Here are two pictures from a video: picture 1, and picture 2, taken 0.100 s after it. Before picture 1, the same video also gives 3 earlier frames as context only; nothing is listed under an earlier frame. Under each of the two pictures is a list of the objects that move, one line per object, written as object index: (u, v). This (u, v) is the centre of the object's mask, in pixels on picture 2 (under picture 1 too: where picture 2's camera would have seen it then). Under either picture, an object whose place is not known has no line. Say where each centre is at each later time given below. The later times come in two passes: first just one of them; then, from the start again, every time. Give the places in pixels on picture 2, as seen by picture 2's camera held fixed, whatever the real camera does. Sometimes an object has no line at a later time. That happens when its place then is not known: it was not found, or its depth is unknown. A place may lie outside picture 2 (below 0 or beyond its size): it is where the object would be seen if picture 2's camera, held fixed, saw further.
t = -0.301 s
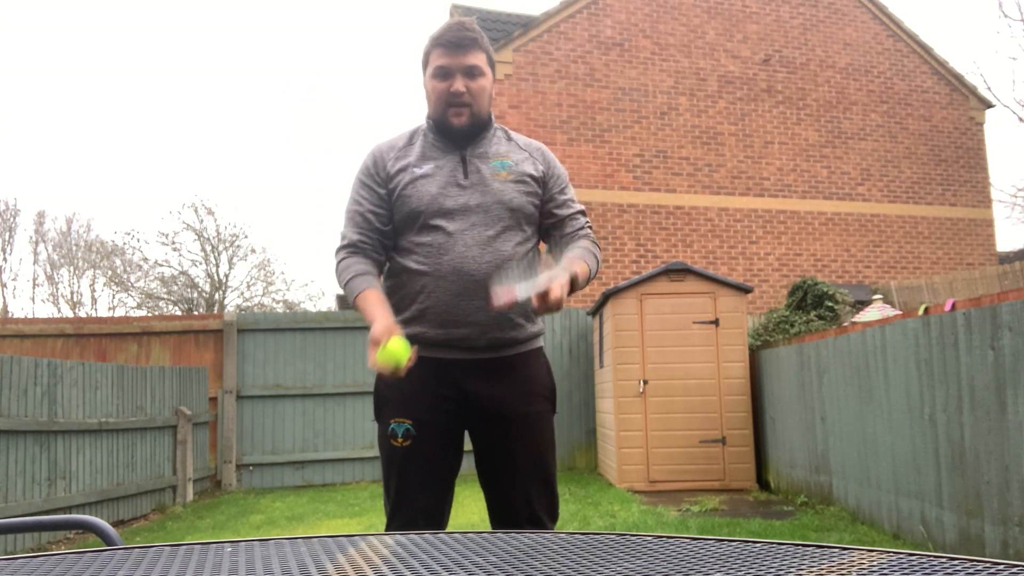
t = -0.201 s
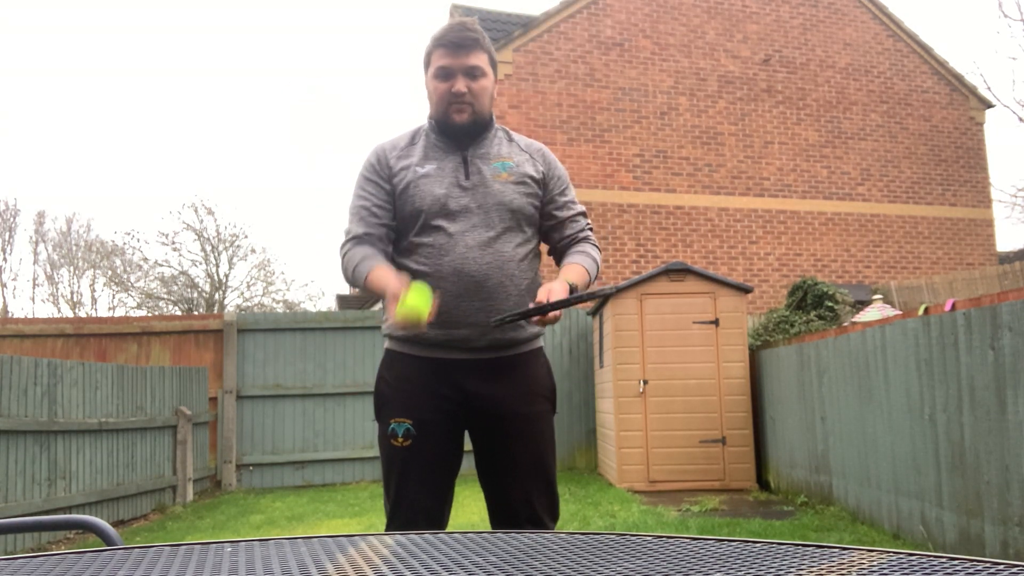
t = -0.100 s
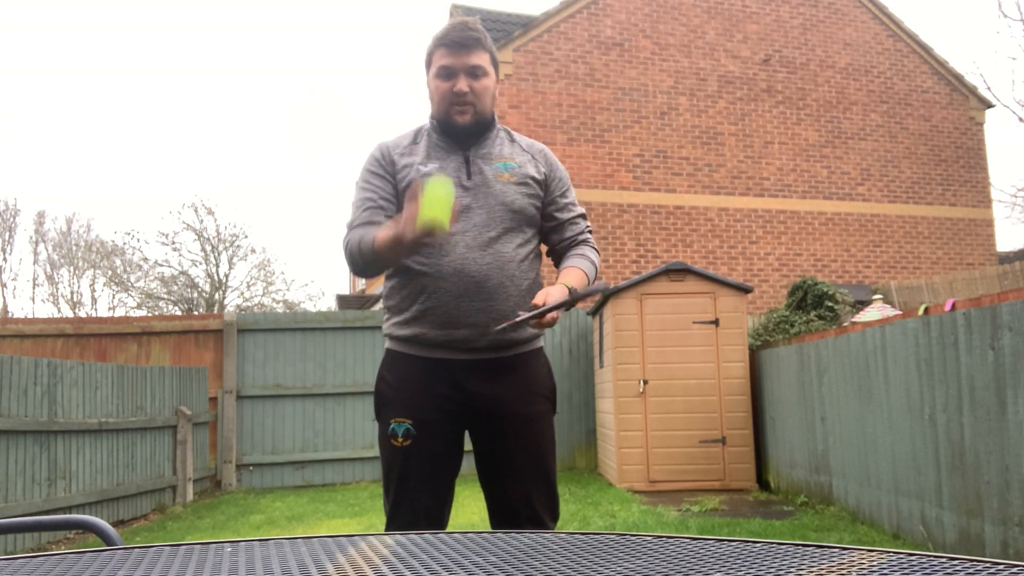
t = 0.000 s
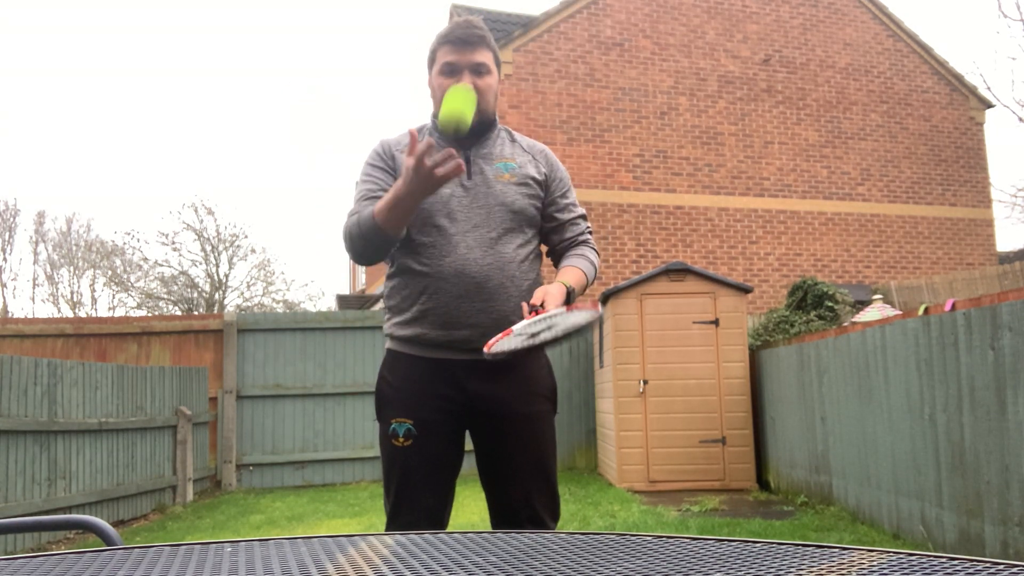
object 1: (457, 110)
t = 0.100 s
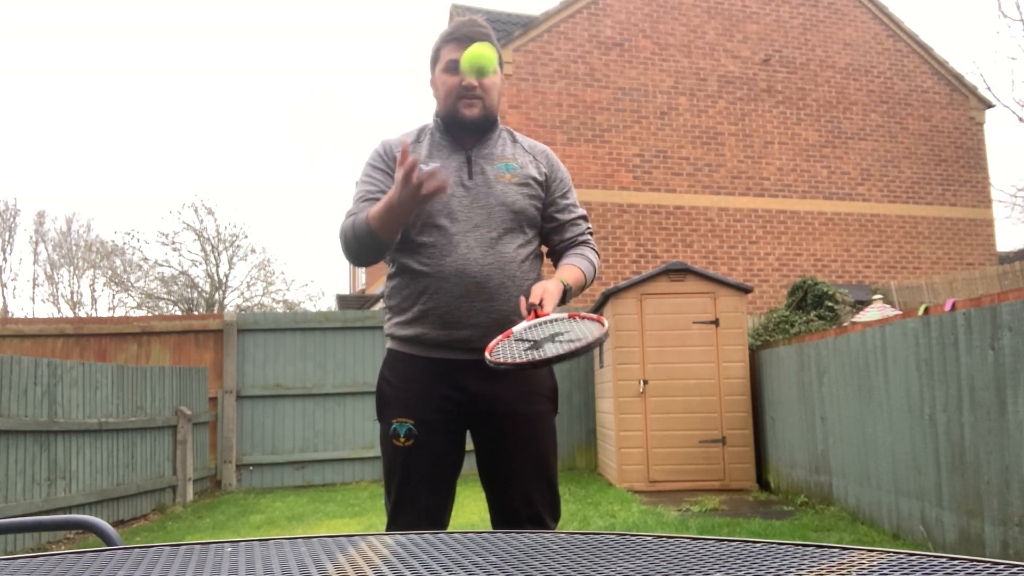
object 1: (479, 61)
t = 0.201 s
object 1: (500, 61)
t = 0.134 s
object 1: (486, 56)
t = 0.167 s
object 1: (493, 56)
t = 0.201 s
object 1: (500, 61)
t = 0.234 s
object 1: (508, 71)
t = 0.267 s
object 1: (515, 87)
